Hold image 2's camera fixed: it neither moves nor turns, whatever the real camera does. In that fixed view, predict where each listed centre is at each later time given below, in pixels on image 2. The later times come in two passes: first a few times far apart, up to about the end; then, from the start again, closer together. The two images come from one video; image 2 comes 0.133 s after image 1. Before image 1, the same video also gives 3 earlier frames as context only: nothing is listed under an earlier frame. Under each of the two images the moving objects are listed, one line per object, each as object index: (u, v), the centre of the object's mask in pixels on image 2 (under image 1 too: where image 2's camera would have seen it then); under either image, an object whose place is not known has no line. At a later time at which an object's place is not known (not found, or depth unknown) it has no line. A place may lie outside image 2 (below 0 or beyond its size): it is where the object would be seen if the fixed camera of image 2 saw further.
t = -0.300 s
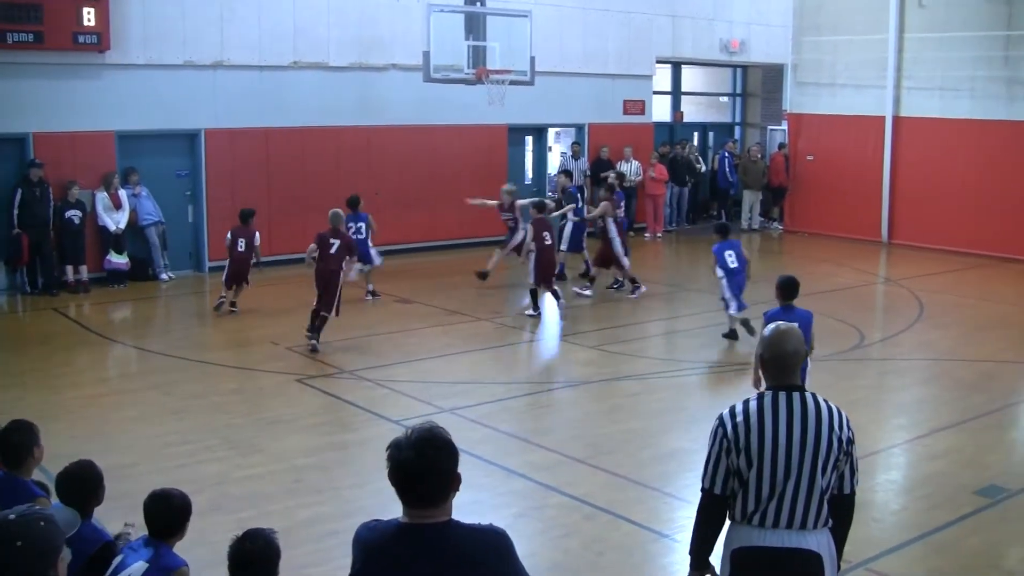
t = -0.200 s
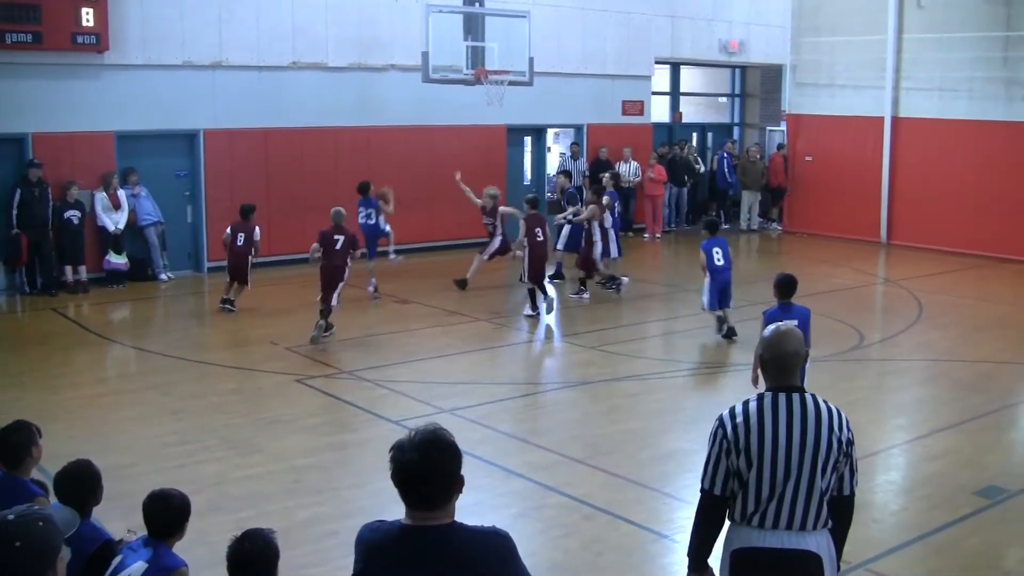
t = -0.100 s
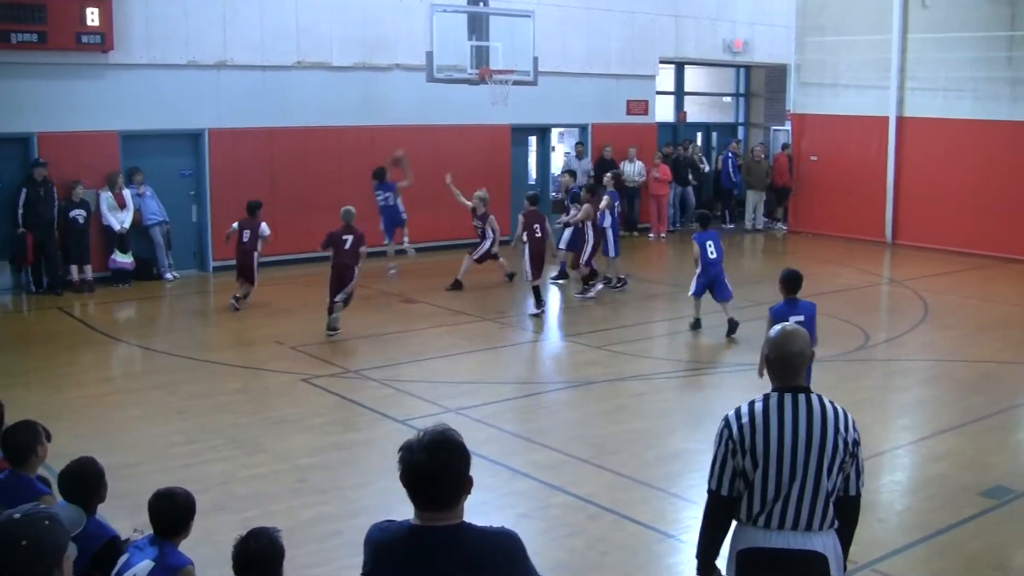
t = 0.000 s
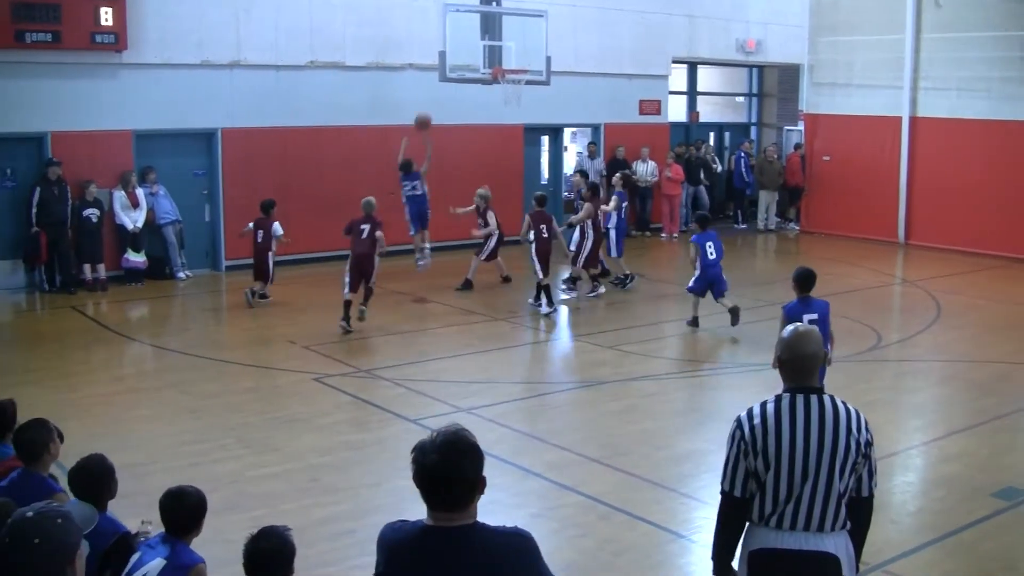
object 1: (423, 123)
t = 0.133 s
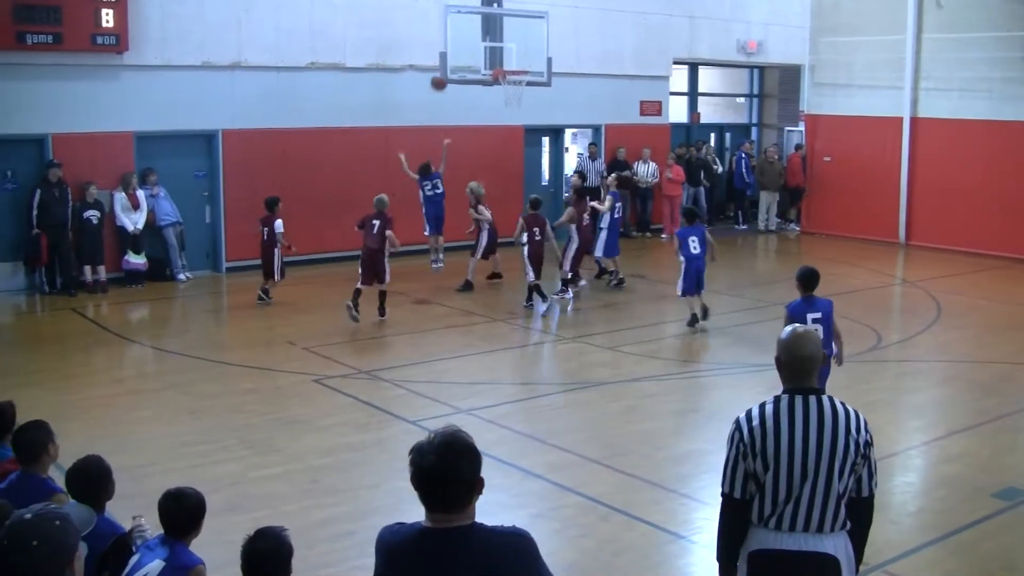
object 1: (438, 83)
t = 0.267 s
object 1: (454, 55)
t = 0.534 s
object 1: (482, 41)
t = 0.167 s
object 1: (443, 75)
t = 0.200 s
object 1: (446, 67)
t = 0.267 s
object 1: (454, 55)
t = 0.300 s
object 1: (458, 51)
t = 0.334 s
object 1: (462, 47)
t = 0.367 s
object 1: (465, 44)
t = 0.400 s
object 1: (469, 42)
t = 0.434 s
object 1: (472, 40)
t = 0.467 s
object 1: (476, 39)
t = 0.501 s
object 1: (480, 40)
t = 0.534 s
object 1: (482, 41)
